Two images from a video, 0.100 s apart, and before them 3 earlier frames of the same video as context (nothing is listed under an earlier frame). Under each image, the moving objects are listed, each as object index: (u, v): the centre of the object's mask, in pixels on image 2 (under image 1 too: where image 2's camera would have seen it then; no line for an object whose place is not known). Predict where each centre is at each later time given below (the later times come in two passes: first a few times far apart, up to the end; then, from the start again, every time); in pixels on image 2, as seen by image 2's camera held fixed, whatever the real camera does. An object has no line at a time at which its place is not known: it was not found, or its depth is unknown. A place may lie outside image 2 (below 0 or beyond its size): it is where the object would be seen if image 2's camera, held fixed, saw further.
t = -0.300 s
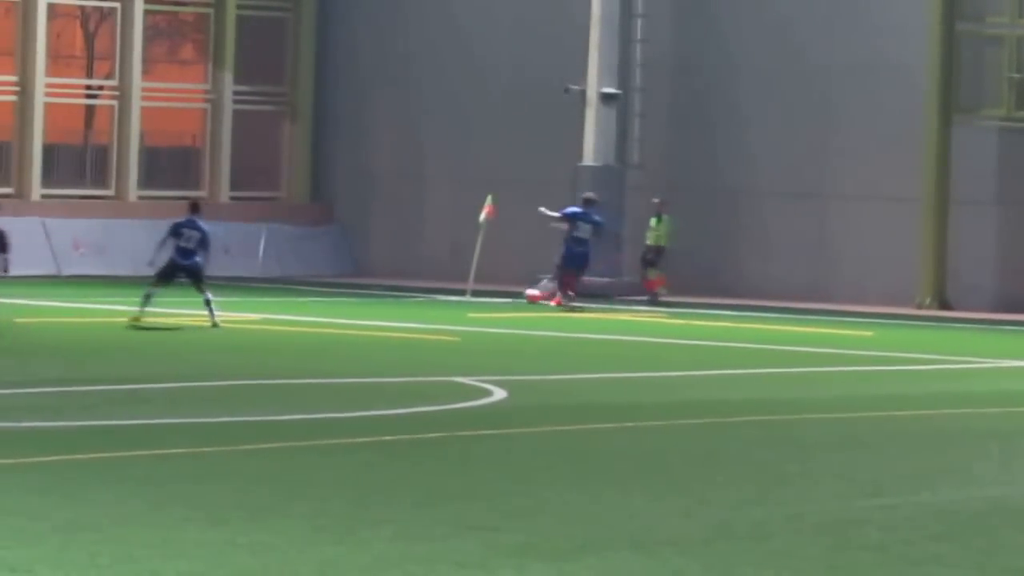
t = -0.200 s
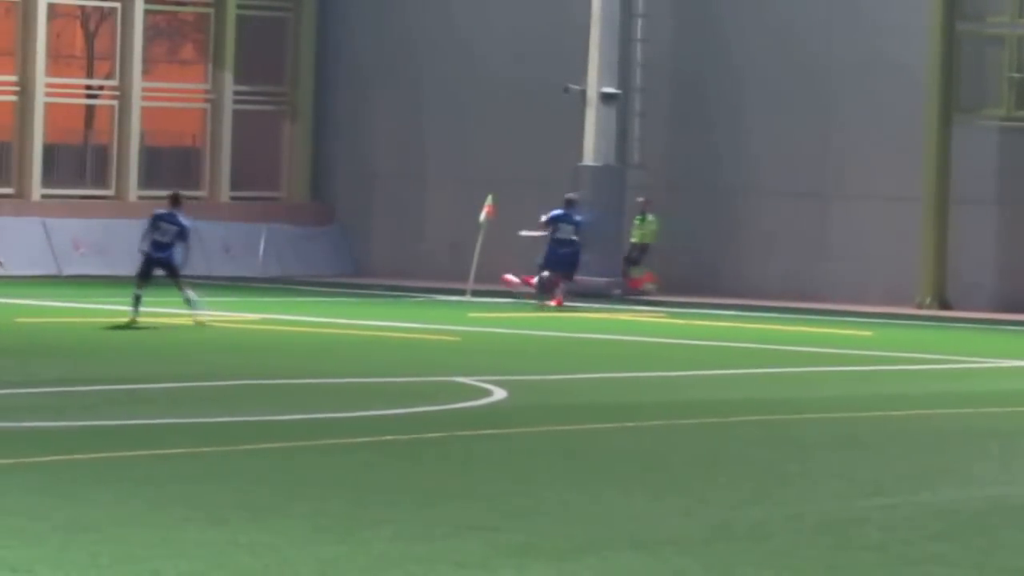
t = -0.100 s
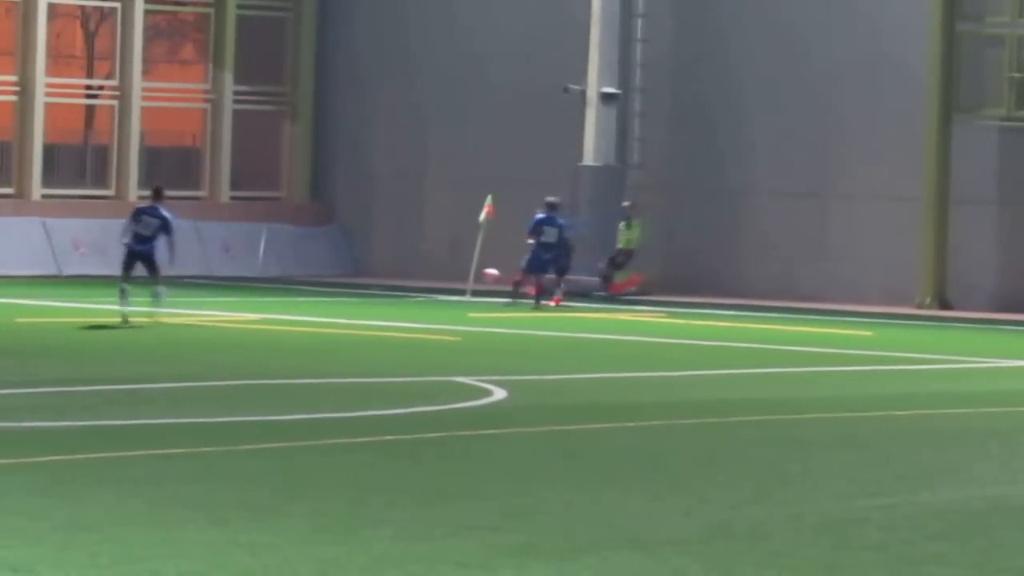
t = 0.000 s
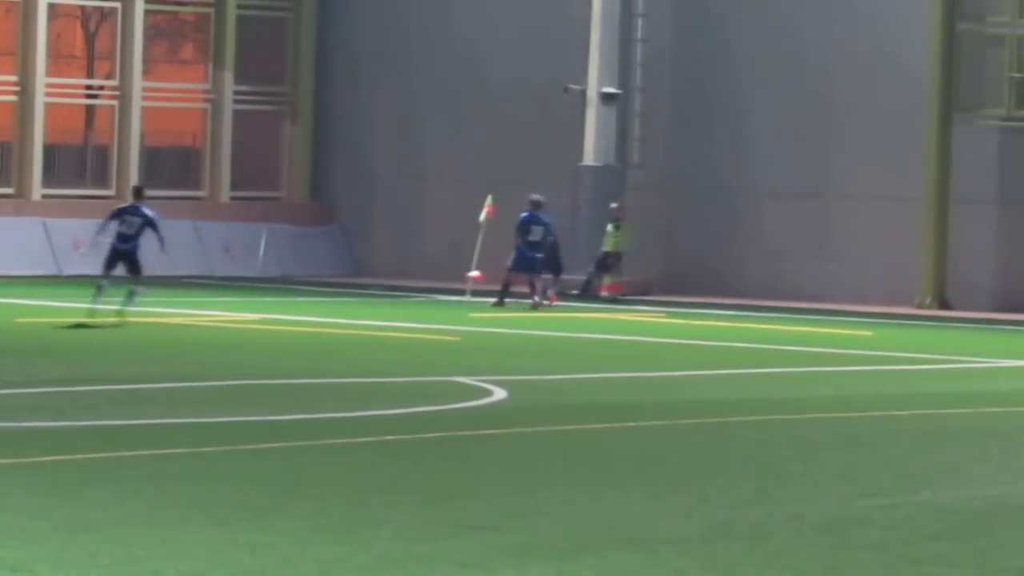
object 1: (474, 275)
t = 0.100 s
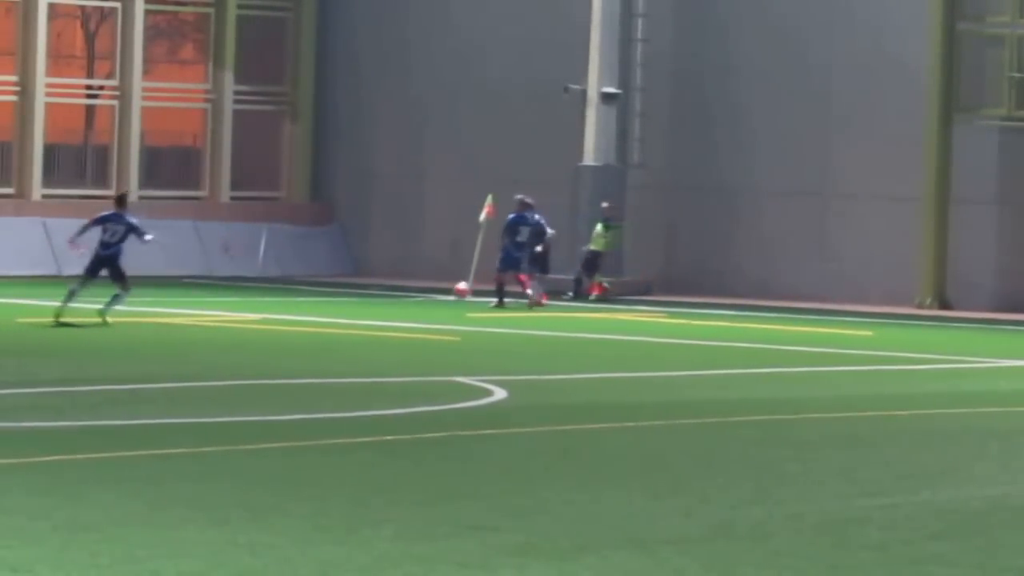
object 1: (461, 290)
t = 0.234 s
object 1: (451, 312)
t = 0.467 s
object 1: (445, 313)
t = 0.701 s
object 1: (451, 325)
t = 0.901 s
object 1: (462, 346)
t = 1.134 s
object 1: (476, 342)
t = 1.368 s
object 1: (491, 353)
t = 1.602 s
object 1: (505, 368)
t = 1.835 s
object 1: (521, 378)
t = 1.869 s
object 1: (523, 379)
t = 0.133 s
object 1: (458, 295)
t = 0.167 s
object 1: (455, 302)
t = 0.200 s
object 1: (452, 311)
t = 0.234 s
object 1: (451, 312)
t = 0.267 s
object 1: (449, 309)
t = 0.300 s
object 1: (448, 307)
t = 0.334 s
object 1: (447, 307)
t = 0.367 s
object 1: (446, 307)
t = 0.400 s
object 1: (446, 308)
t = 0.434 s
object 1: (445, 310)
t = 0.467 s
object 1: (445, 313)
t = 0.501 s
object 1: (445, 318)
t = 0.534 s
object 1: (445, 324)
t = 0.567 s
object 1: (446, 330)
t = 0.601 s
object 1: (447, 329)
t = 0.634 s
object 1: (448, 328)
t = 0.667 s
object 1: (449, 326)
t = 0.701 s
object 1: (451, 325)
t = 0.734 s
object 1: (453, 325)
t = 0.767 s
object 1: (454, 327)
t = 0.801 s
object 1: (456, 329)
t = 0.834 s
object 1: (459, 334)
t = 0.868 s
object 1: (460, 339)
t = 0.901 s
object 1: (462, 346)
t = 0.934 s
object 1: (464, 345)
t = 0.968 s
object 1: (466, 341)
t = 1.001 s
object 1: (468, 339)
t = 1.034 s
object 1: (470, 339)
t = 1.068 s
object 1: (472, 339)
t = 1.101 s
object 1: (474, 340)
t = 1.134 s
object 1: (476, 342)
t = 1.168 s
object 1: (479, 346)
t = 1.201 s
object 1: (481, 351)
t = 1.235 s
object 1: (484, 358)
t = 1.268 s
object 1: (485, 358)
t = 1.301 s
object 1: (487, 356)
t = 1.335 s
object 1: (489, 354)
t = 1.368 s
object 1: (491, 353)
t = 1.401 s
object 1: (492, 353)
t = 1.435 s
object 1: (495, 354)
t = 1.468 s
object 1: (497, 356)
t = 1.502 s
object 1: (499, 361)
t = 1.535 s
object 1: (501, 365)
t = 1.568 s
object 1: (503, 369)
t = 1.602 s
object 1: (505, 368)
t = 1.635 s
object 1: (507, 367)
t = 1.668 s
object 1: (509, 367)
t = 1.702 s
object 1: (512, 368)
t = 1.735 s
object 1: (514, 371)
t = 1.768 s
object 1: (517, 375)
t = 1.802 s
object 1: (519, 377)
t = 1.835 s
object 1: (521, 378)
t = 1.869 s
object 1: (523, 379)
